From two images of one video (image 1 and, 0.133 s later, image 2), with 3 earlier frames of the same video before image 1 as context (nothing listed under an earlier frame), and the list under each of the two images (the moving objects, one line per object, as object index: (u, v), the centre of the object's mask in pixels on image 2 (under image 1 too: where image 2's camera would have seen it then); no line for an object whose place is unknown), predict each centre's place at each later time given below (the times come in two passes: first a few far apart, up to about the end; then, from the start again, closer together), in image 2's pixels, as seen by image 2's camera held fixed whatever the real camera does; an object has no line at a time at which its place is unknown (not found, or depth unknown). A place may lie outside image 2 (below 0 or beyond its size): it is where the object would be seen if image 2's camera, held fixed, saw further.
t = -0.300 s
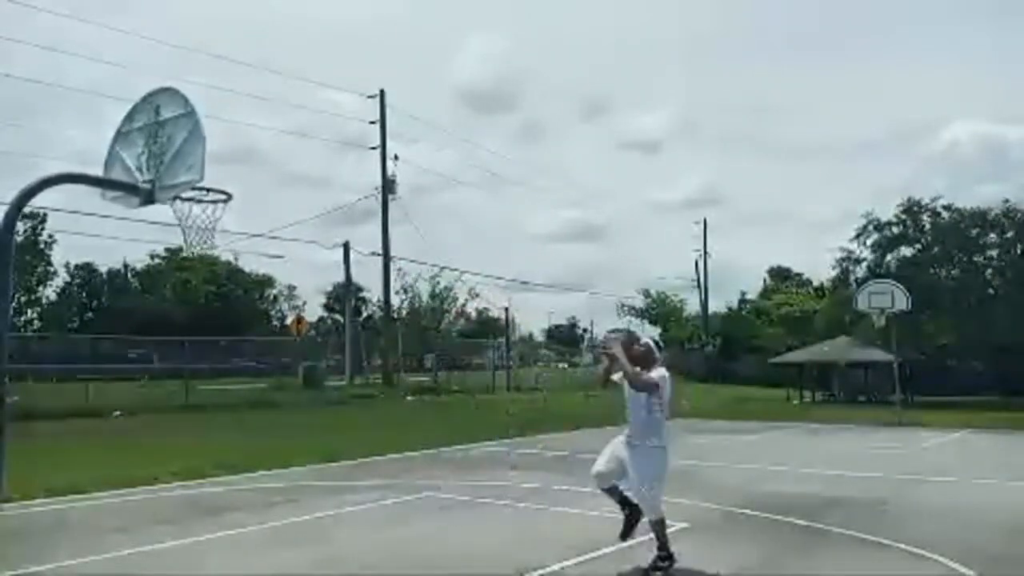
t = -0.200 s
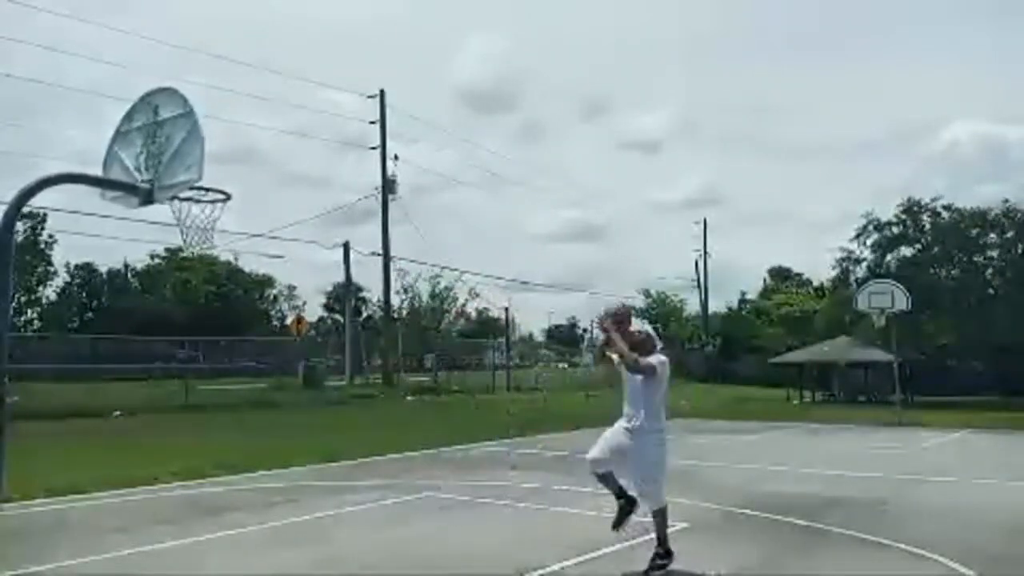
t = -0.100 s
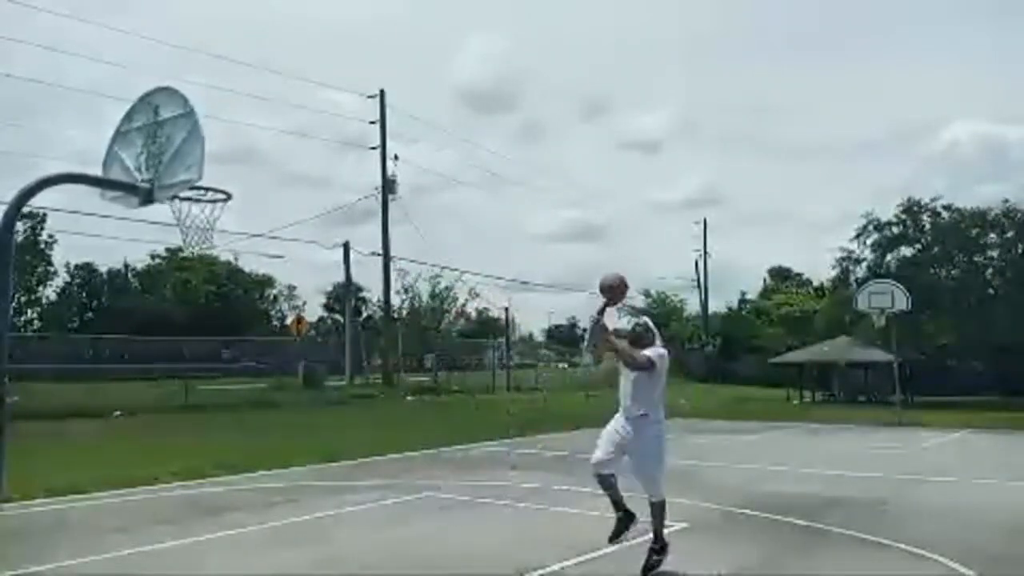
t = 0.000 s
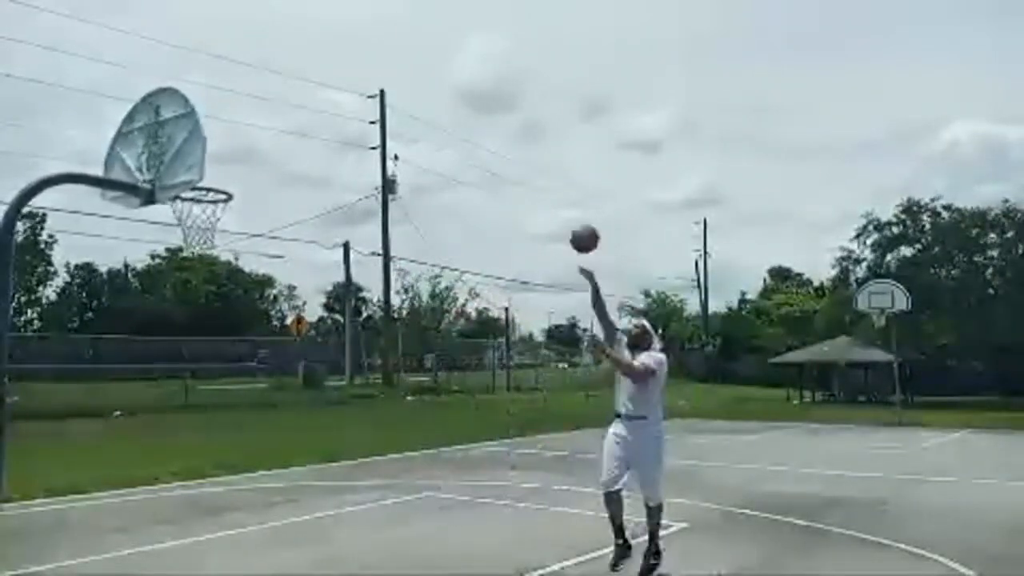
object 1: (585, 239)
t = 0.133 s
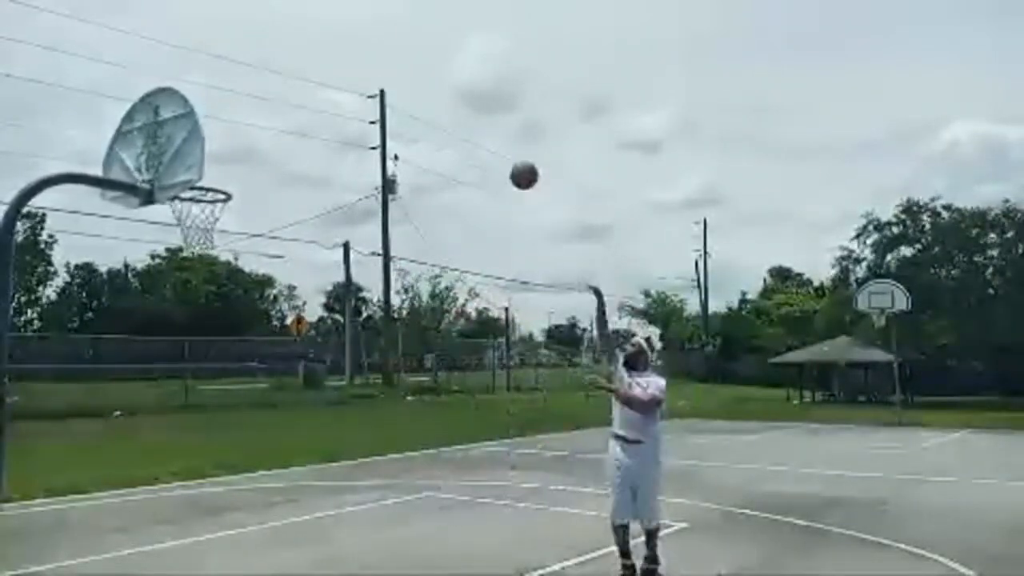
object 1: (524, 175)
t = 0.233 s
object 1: (481, 139)
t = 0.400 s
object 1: (409, 105)
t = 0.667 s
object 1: (290, 117)
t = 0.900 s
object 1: (188, 201)
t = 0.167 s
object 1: (509, 161)
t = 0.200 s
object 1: (495, 150)
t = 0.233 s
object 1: (481, 139)
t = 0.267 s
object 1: (466, 130)
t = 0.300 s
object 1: (451, 121)
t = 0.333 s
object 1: (437, 114)
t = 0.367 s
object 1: (423, 108)
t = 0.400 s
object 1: (409, 105)
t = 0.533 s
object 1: (350, 101)
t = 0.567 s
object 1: (335, 103)
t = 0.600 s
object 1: (320, 106)
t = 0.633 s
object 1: (305, 111)
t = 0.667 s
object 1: (290, 117)
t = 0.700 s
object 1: (276, 124)
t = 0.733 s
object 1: (261, 133)
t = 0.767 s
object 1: (246, 143)
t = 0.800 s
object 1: (232, 155)
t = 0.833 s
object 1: (218, 168)
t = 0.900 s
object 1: (188, 201)
